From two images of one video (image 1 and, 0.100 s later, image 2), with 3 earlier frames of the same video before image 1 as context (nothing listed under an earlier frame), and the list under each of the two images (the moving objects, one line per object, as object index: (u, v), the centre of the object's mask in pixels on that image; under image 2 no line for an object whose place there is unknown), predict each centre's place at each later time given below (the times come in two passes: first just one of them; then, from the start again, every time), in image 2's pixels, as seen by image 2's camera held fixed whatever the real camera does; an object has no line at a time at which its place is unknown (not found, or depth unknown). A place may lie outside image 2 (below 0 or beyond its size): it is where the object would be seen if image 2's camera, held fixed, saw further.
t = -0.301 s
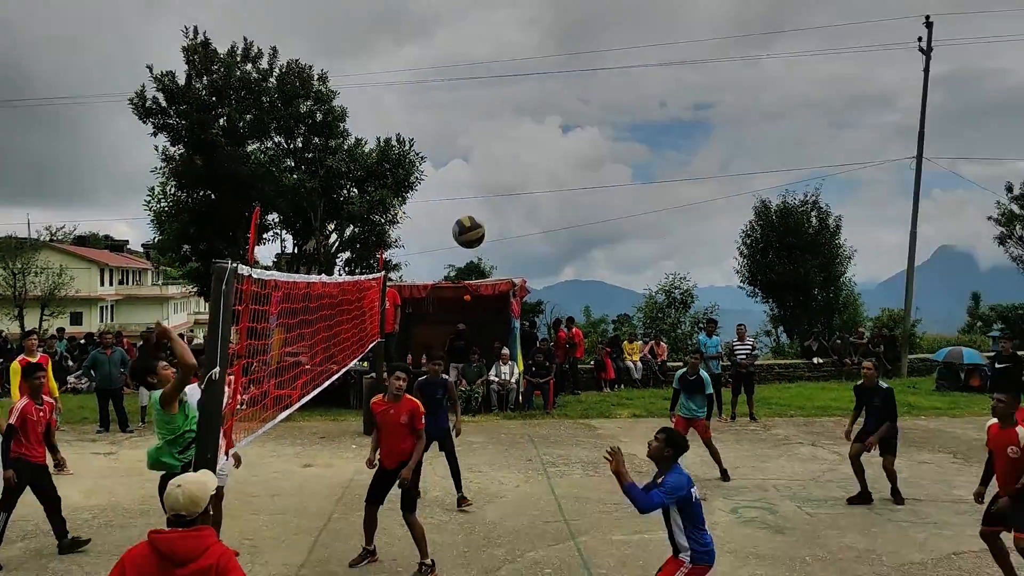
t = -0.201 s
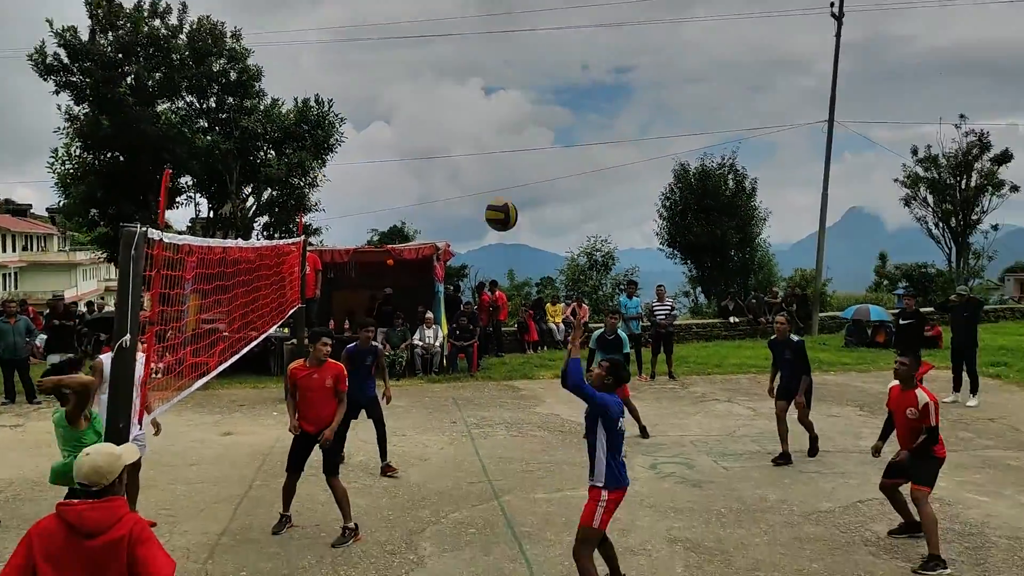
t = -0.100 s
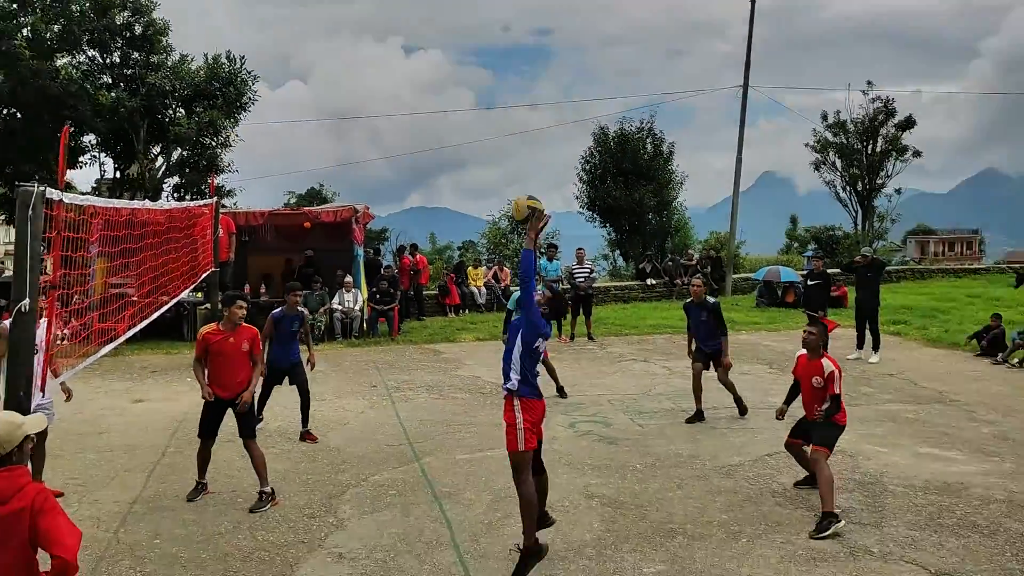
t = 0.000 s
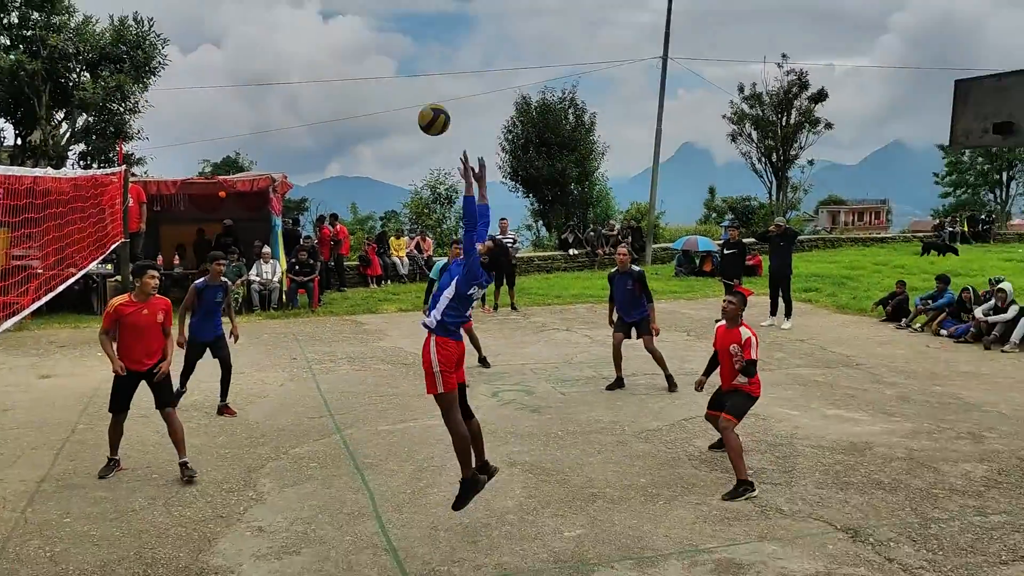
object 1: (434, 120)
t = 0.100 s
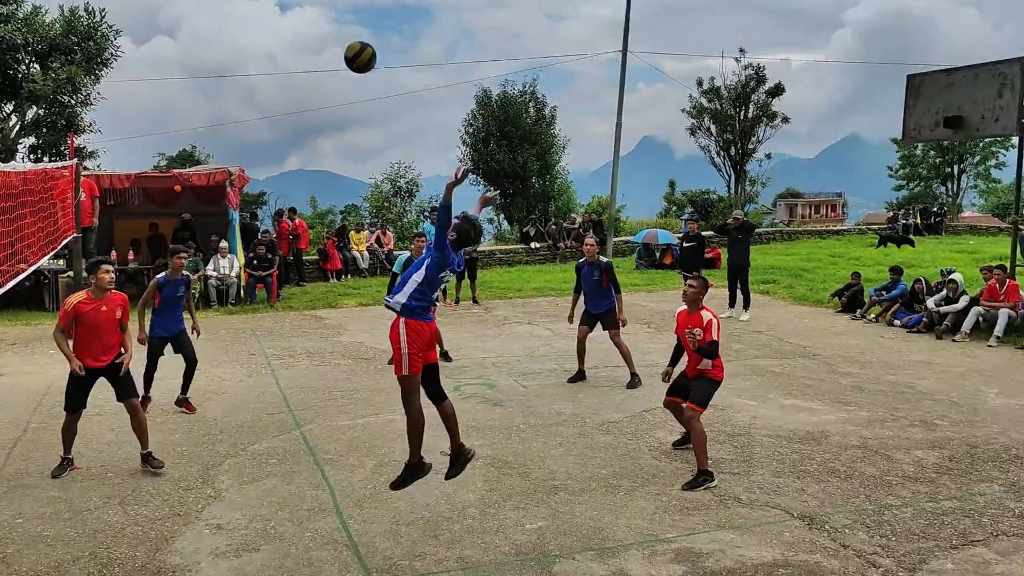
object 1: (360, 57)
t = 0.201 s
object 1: (329, 19)
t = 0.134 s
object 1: (349, 42)
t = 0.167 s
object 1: (339, 30)
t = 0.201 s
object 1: (329, 19)
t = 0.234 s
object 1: (320, 10)
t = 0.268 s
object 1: (310, 3)
